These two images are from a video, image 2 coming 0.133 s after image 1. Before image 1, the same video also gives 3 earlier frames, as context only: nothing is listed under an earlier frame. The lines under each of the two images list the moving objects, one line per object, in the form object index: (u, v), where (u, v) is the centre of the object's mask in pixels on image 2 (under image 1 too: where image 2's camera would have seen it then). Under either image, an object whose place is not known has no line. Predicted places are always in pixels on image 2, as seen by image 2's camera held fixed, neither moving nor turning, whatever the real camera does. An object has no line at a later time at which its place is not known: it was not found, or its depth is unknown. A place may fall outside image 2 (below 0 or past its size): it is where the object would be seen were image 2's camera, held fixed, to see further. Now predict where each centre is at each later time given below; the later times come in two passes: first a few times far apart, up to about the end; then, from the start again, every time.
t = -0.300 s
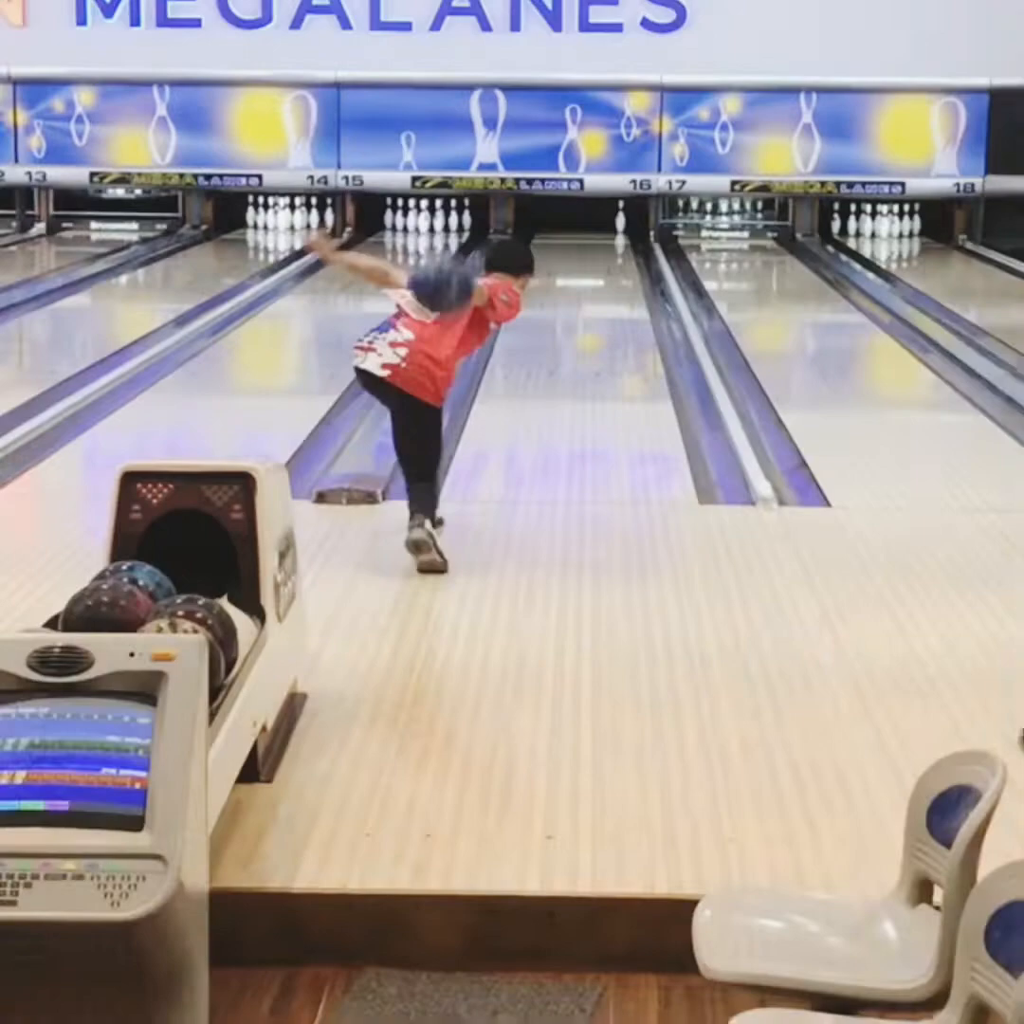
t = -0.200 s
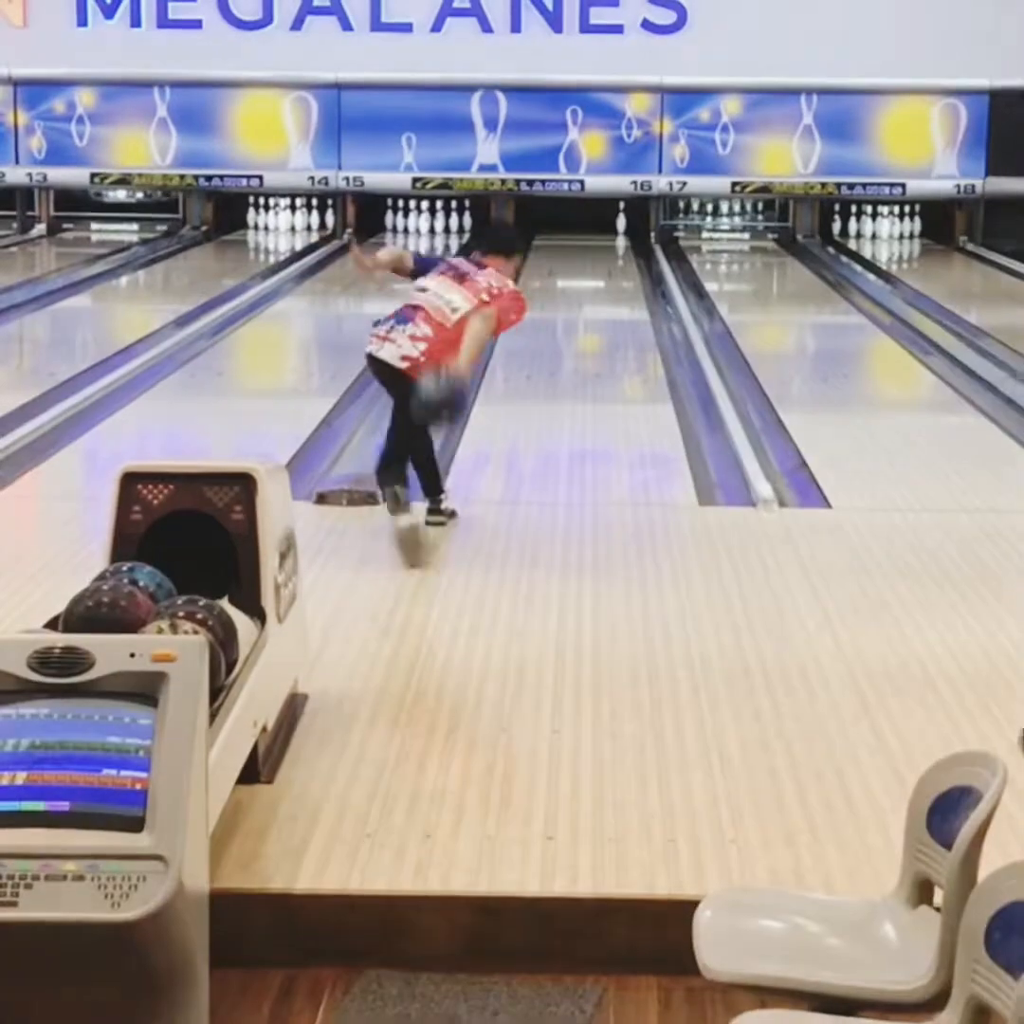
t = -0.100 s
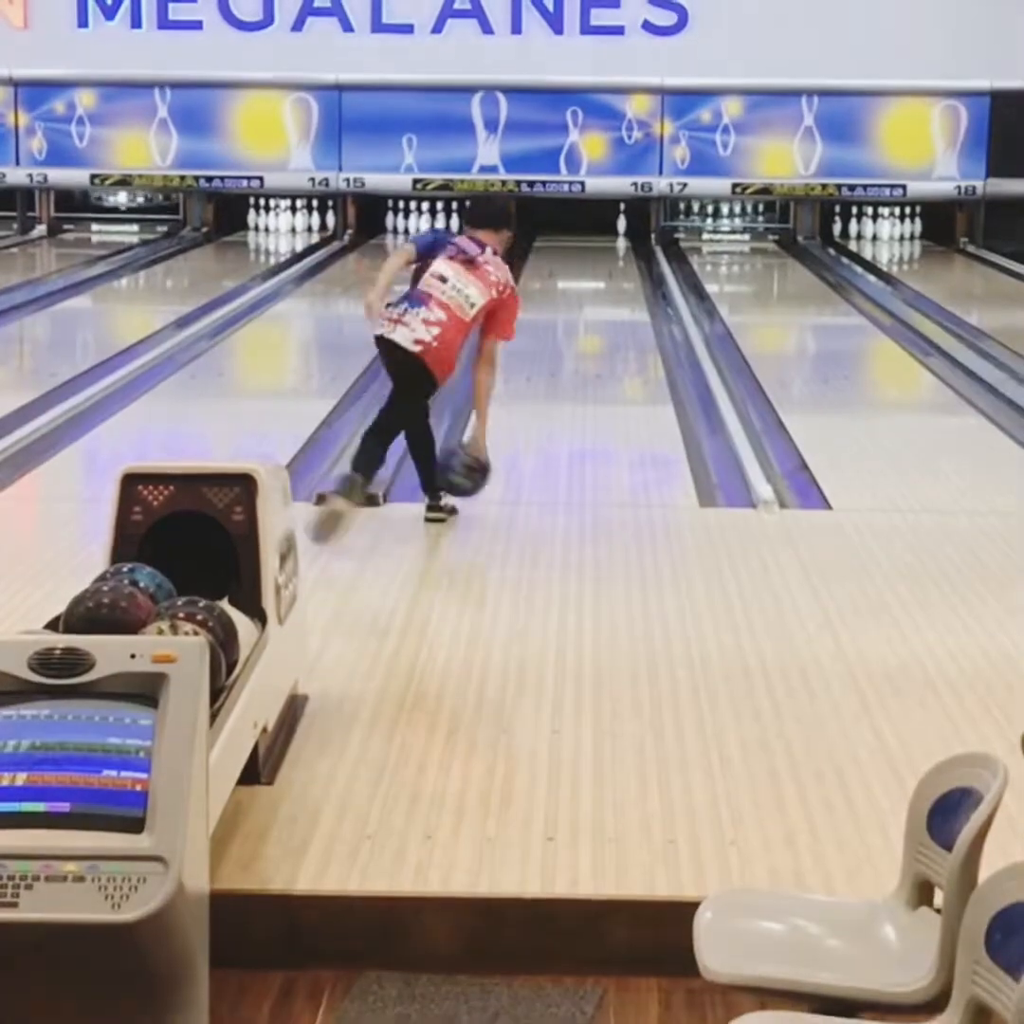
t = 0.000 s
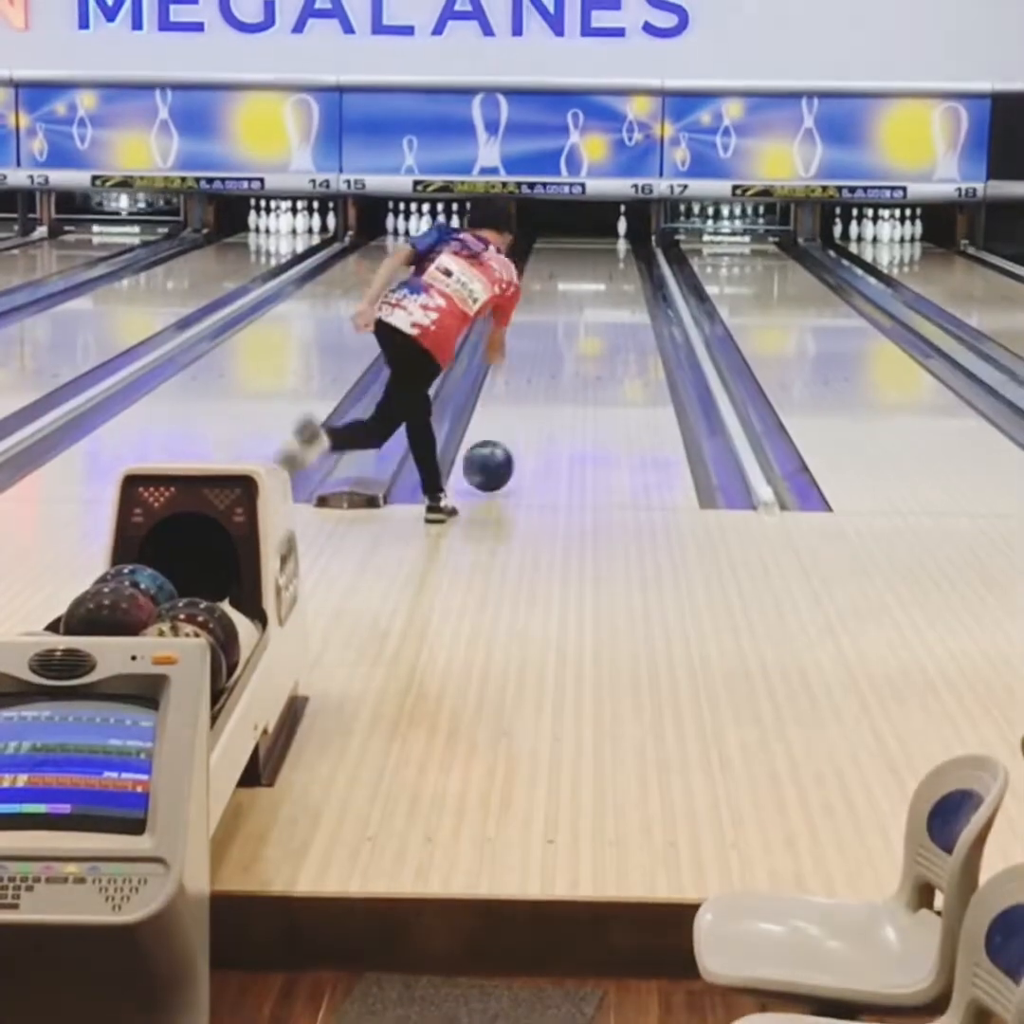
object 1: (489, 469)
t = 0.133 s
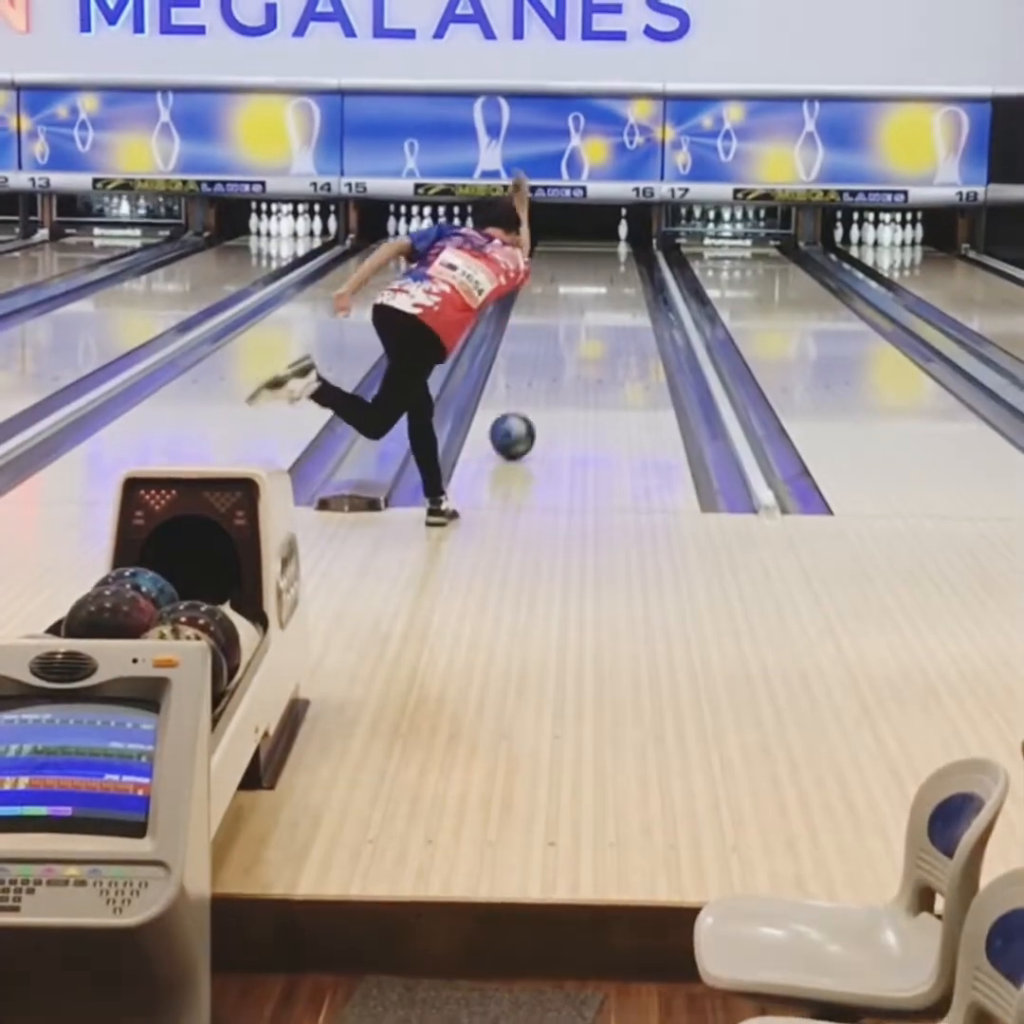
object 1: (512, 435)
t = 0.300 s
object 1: (535, 399)
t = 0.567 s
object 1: (563, 355)
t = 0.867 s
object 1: (585, 318)
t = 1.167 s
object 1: (601, 293)
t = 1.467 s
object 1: (613, 270)
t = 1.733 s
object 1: (620, 256)
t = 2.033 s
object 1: (623, 243)
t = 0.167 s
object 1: (517, 427)
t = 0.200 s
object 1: (522, 420)
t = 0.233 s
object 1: (527, 413)
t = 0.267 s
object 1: (531, 406)
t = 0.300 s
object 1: (535, 399)
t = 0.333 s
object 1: (539, 393)
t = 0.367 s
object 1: (543, 387)
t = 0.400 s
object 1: (547, 381)
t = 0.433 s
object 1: (550, 375)
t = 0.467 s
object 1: (554, 370)
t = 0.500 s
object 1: (557, 365)
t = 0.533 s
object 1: (560, 360)
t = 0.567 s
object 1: (563, 355)
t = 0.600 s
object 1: (566, 350)
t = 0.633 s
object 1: (568, 345)
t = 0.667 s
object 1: (571, 341)
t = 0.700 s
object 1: (573, 337)
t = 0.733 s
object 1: (576, 333)
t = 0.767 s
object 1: (578, 330)
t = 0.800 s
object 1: (580, 327)
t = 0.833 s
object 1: (583, 322)
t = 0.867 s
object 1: (585, 318)
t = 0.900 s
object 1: (586, 315)
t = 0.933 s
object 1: (588, 312)
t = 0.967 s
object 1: (590, 308)
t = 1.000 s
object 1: (592, 305)
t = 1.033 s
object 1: (594, 302)
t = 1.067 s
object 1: (596, 300)
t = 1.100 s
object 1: (598, 297)
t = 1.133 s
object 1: (599, 294)
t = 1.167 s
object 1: (601, 293)
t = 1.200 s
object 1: (602, 290)
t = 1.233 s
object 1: (604, 287)
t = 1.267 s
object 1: (605, 284)
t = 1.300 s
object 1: (606, 282)
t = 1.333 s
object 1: (607, 279)
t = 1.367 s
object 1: (609, 277)
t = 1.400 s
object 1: (611, 276)
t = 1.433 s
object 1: (612, 273)
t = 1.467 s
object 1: (613, 270)
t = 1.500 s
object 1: (614, 268)
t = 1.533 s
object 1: (615, 266)
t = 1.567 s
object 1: (616, 264)
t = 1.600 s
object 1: (616, 262)
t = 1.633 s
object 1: (617, 260)
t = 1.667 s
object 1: (619, 259)
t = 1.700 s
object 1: (619, 257)
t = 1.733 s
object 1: (620, 256)
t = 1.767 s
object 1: (621, 255)
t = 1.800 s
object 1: (623, 252)
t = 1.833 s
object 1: (621, 252)
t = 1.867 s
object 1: (622, 250)
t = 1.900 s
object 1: (622, 249)
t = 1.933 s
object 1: (624, 246)
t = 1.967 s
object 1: (624, 245)
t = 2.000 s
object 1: (624, 244)
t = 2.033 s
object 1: (623, 243)
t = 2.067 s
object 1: (623, 243)
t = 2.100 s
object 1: (626, 241)
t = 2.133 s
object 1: (625, 238)
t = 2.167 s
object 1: (625, 238)
